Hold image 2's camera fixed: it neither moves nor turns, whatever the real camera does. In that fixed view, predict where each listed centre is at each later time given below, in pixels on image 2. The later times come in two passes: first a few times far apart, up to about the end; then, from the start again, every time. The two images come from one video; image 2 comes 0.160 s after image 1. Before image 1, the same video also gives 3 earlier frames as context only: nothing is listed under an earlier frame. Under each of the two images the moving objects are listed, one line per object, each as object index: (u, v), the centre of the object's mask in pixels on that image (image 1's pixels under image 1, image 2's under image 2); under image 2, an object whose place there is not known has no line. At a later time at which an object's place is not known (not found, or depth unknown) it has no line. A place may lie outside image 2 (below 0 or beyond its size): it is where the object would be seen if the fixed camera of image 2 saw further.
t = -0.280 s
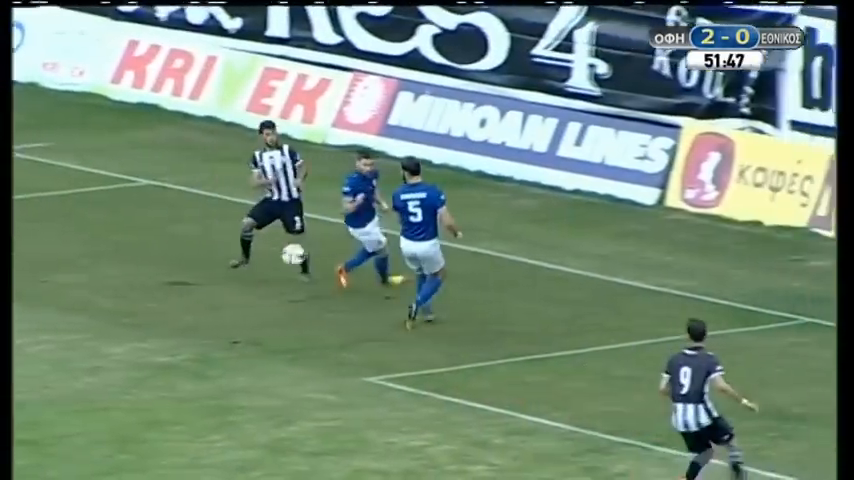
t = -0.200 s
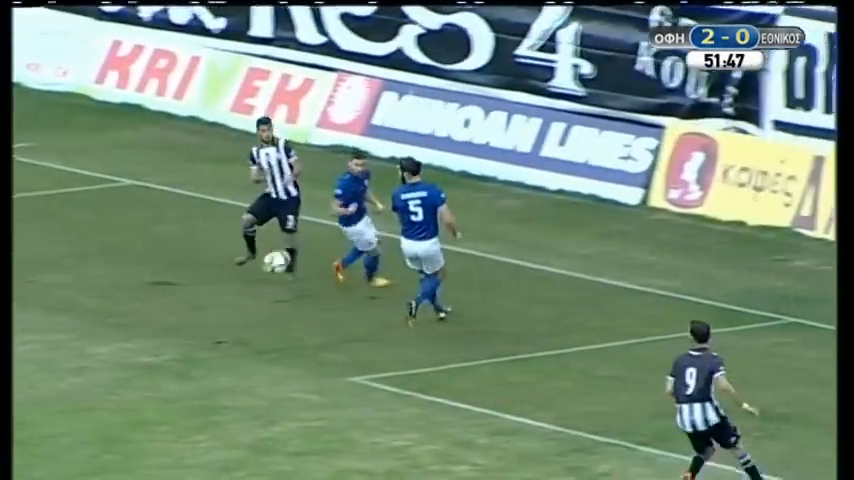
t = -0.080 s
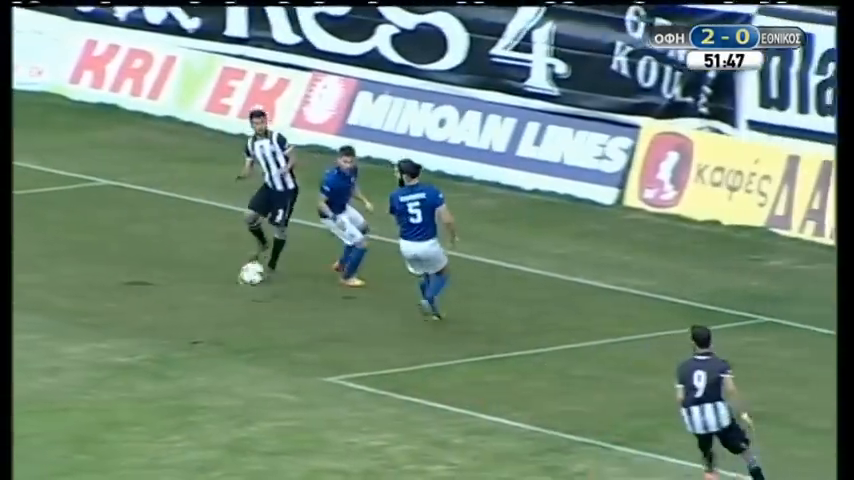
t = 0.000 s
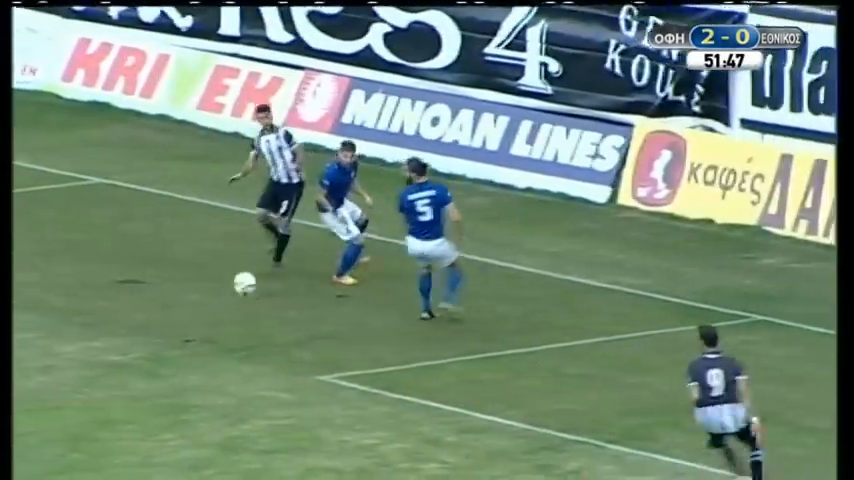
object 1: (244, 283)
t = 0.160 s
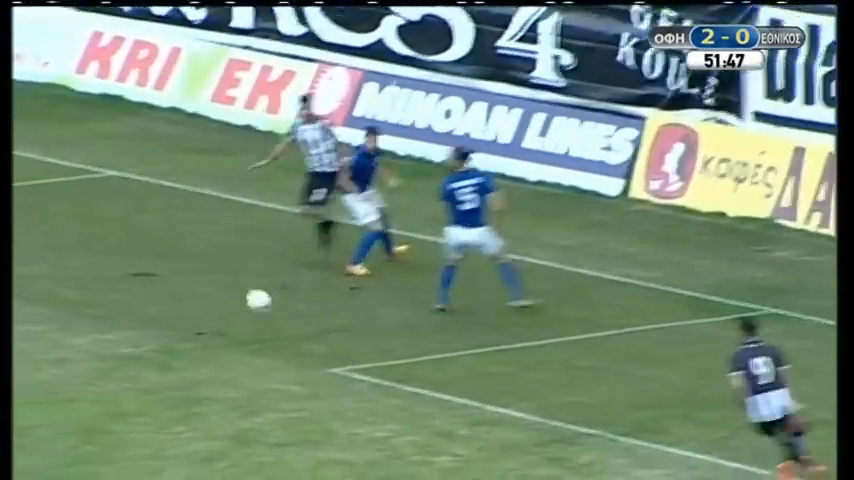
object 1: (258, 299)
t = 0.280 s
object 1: (260, 322)
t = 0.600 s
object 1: (269, 399)
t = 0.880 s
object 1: (283, 405)
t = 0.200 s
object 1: (259, 307)
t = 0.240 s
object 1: (259, 313)
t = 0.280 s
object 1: (260, 322)
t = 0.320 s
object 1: (261, 331)
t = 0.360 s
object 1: (261, 337)
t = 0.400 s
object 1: (263, 348)
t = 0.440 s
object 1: (263, 355)
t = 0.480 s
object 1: (265, 366)
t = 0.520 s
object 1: (266, 377)
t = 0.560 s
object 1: (267, 386)
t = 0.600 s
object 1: (269, 399)
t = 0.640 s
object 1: (270, 412)
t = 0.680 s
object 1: (273, 414)
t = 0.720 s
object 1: (274, 411)
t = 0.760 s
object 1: (276, 409)
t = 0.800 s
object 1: (278, 403)
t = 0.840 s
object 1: (281, 404)
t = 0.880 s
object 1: (283, 405)
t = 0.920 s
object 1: (285, 404)
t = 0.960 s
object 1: (287, 405)
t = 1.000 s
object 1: (290, 405)
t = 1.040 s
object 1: (293, 407)
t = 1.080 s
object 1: (295, 407)
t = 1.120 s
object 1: (298, 409)
